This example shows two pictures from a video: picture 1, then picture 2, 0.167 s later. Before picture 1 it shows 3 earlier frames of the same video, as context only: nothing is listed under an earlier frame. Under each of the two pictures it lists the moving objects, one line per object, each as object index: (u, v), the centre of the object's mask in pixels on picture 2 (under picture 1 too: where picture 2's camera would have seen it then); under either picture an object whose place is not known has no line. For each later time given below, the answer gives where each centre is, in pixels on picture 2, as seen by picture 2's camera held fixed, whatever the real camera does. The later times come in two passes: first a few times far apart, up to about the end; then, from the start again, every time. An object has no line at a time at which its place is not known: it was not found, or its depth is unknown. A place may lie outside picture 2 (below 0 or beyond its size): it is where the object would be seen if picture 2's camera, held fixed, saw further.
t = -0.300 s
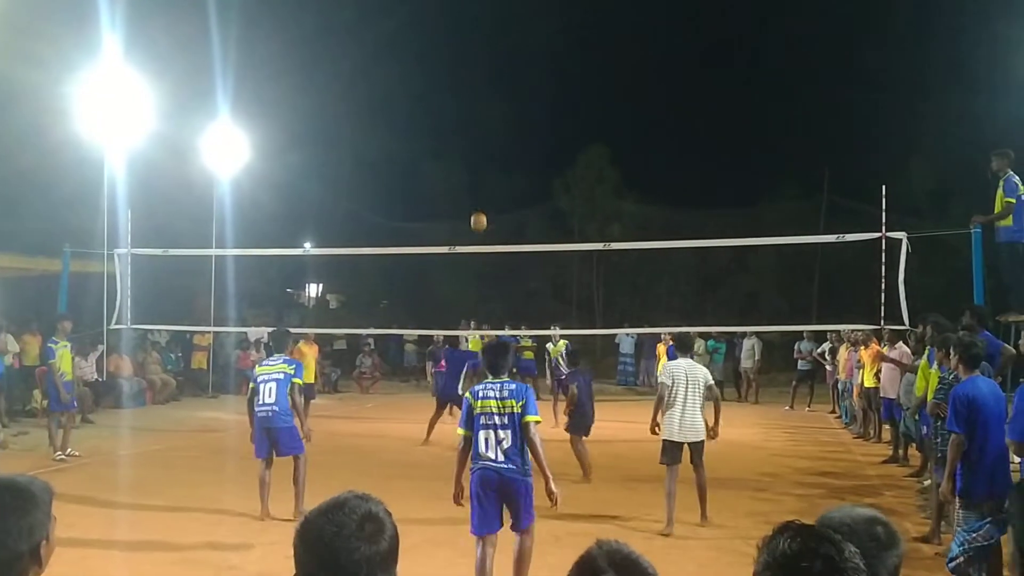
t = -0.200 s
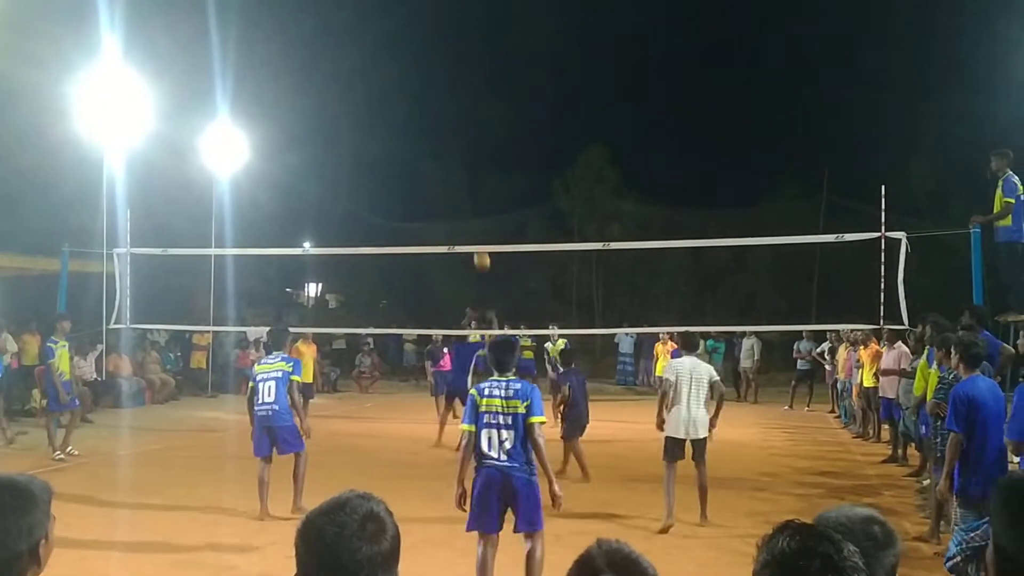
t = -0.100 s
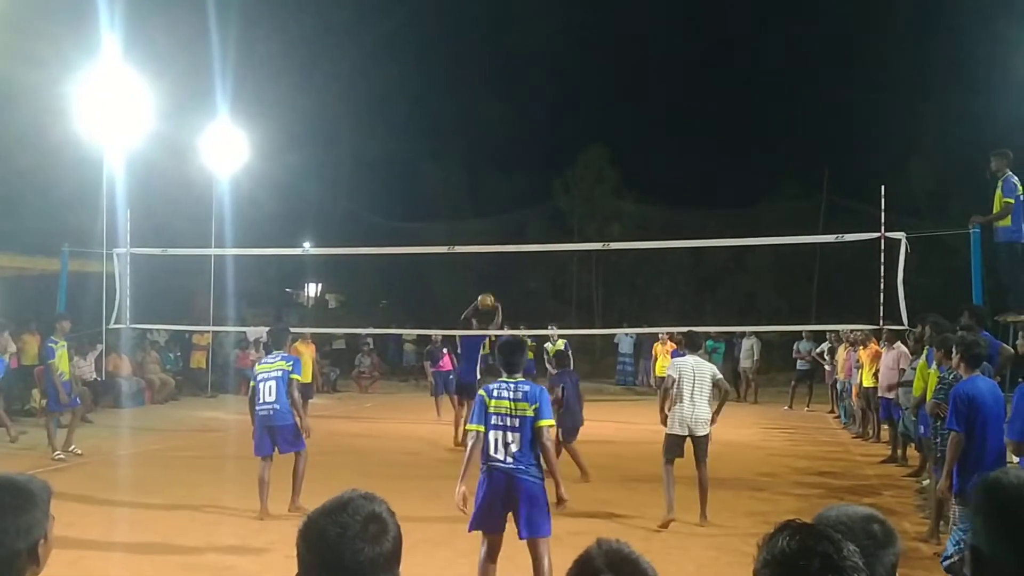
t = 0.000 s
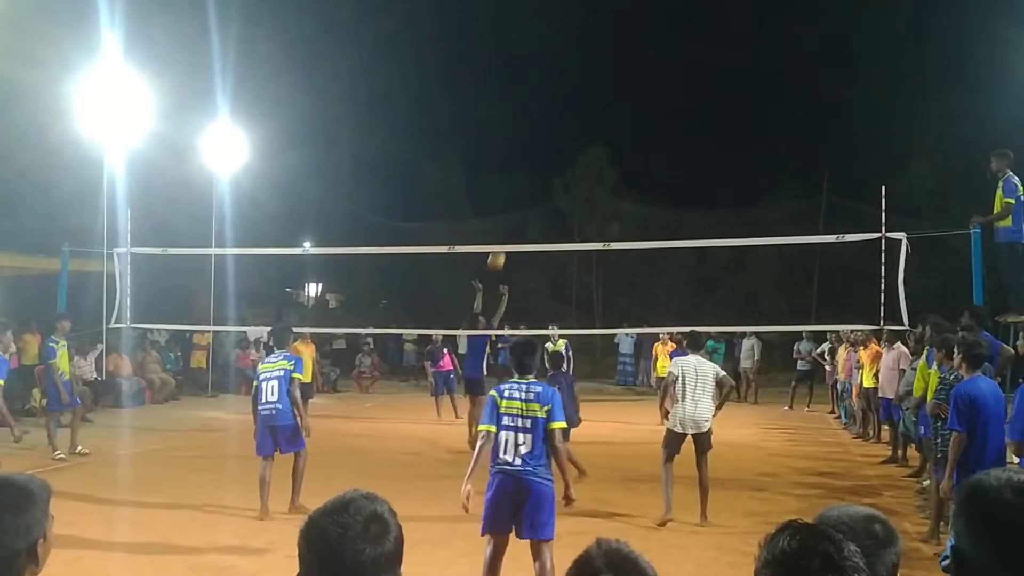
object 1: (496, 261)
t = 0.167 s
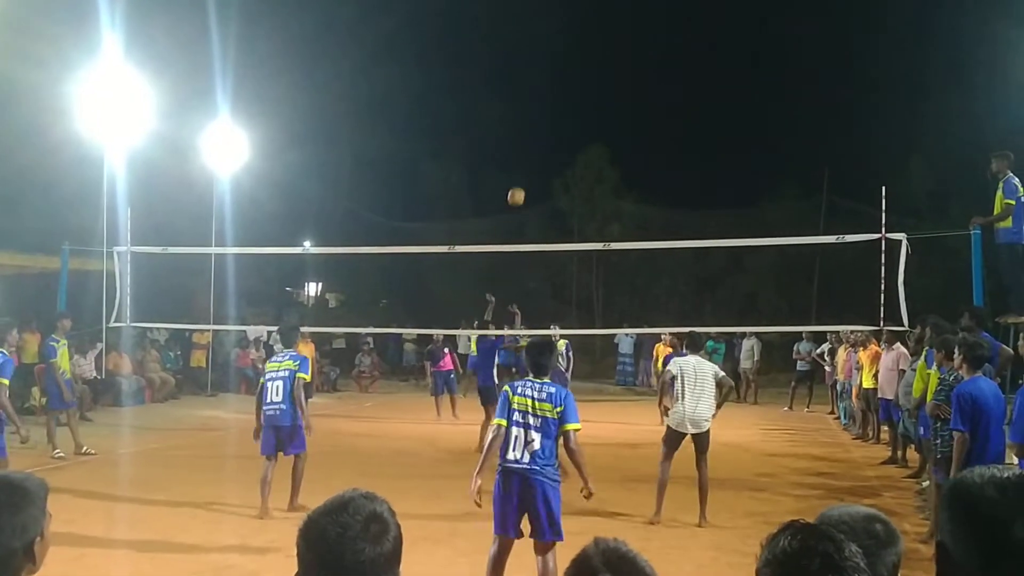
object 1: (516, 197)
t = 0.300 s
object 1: (531, 162)
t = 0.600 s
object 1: (565, 130)
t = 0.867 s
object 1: (596, 158)
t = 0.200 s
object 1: (520, 187)
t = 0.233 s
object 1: (524, 178)
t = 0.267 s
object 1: (527, 169)
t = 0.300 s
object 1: (531, 162)
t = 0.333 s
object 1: (535, 155)
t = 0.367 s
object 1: (539, 149)
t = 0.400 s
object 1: (543, 144)
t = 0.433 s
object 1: (546, 139)
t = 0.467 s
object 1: (550, 136)
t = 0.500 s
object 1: (554, 133)
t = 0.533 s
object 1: (558, 131)
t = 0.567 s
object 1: (562, 130)
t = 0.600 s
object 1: (565, 130)
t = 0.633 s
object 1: (569, 131)
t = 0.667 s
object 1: (573, 132)
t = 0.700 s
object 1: (577, 134)
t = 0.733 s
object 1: (581, 137)
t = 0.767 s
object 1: (585, 141)
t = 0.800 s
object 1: (589, 146)
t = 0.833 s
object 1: (592, 152)
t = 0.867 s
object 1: (596, 158)
